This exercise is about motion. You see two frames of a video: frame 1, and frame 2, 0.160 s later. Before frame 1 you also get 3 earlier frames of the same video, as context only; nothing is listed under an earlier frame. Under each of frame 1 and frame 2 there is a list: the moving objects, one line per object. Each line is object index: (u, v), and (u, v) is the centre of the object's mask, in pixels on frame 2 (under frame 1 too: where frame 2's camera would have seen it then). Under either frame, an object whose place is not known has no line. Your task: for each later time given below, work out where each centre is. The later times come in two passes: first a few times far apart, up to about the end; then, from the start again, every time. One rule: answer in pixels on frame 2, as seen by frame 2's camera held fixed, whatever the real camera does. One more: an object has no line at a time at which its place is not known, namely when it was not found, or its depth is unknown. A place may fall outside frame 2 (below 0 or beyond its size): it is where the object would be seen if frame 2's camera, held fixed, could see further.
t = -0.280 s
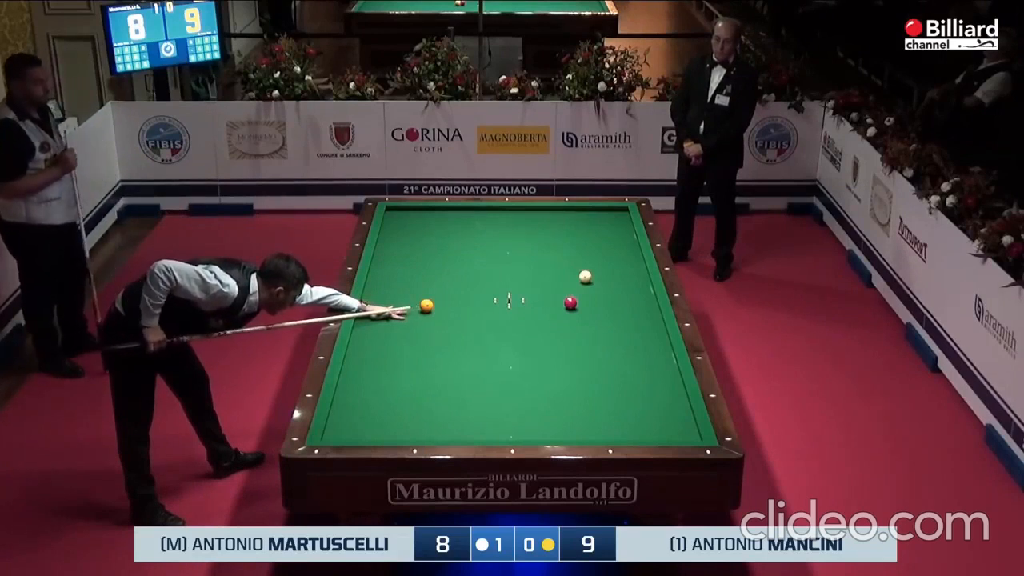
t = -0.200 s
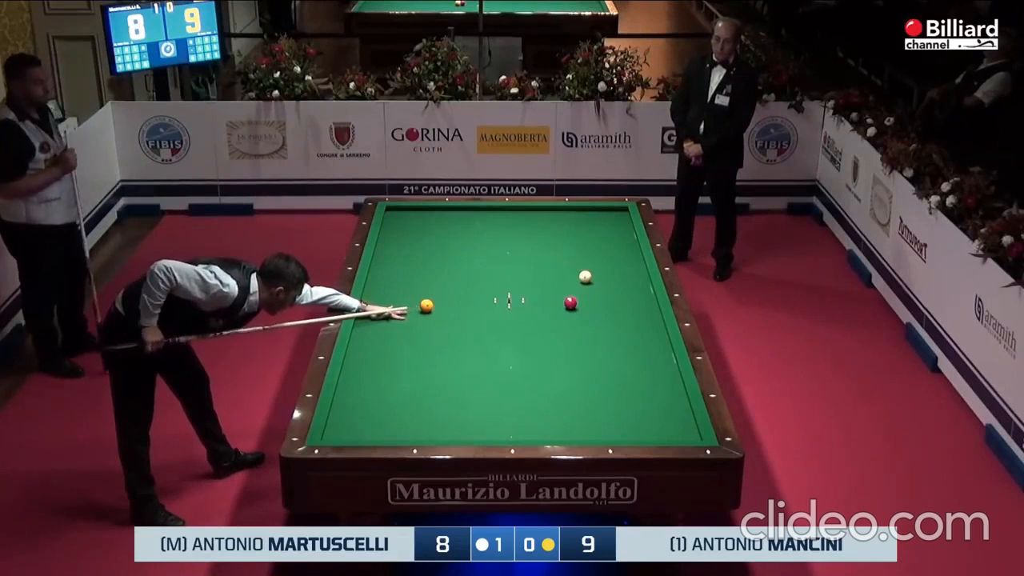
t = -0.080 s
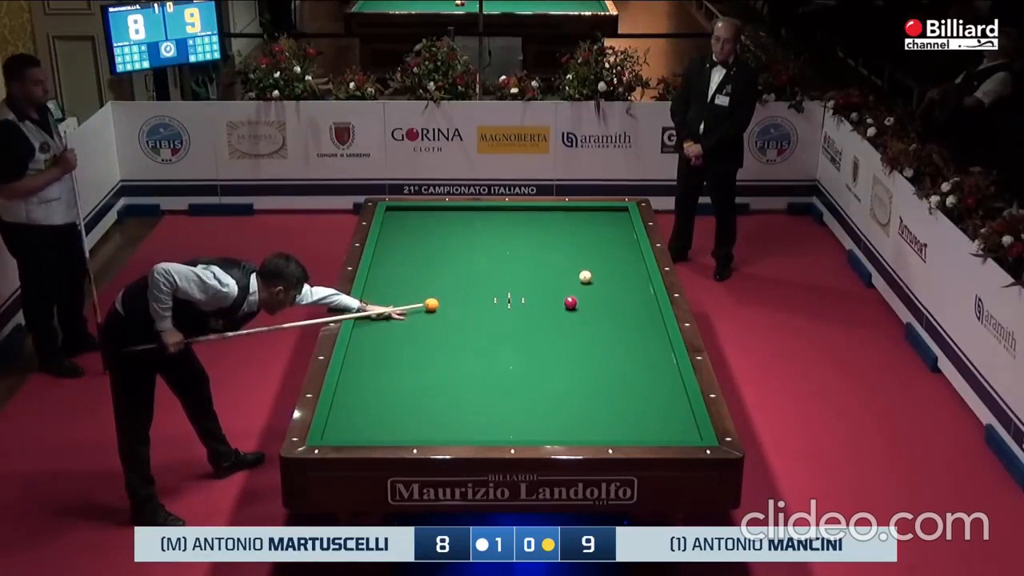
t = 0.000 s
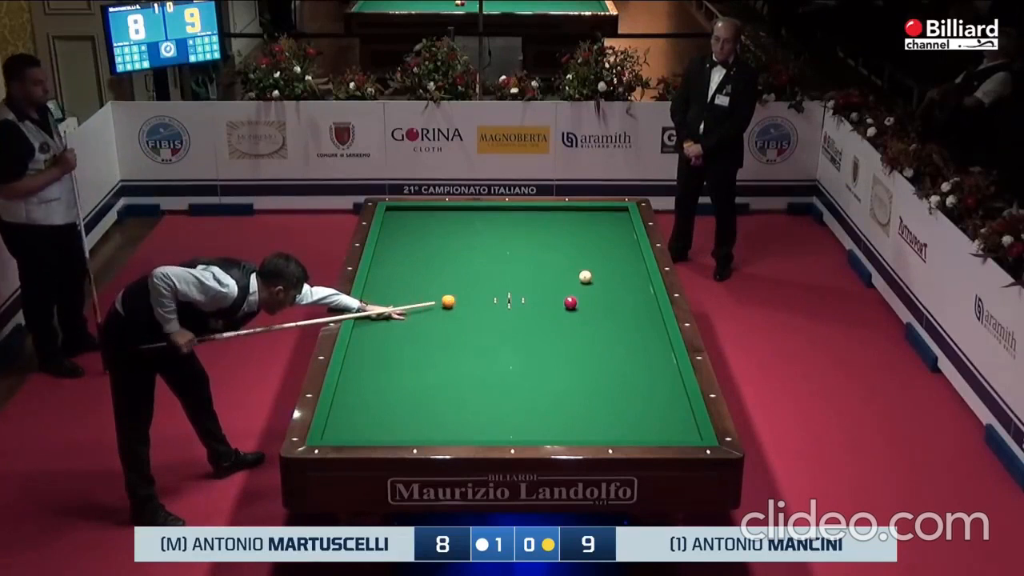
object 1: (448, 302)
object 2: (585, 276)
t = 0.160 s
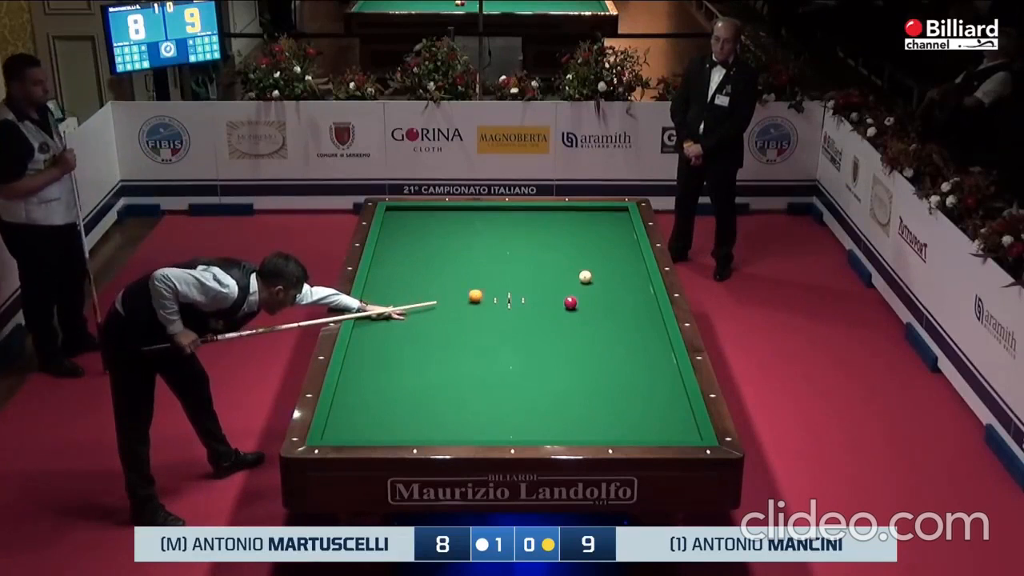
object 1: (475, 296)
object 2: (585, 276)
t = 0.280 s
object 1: (493, 292)
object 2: (585, 276)
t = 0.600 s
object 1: (540, 283)
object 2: (585, 276)
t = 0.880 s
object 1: (575, 275)
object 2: (588, 277)
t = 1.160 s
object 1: (589, 265)
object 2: (608, 280)
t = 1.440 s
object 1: (602, 255)
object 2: (627, 282)
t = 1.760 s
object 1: (616, 245)
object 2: (647, 285)
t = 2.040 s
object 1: (628, 236)
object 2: (637, 287)
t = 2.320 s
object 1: (623, 227)
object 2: (629, 289)
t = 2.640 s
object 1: (612, 217)
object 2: (620, 291)
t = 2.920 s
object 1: (603, 210)
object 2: (612, 292)
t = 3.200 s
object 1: (593, 212)
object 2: (605, 294)
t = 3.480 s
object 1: (582, 216)
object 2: (598, 295)
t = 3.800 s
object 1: (570, 221)
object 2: (591, 297)
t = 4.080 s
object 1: (561, 224)
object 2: (586, 298)
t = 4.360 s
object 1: (550, 228)
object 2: (581, 299)
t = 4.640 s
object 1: (540, 232)
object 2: (579, 299)
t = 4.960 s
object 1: (530, 236)
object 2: (578, 299)
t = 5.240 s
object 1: (520, 240)
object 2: (578, 299)
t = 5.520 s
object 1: (511, 243)
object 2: (578, 299)
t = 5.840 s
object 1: (501, 247)
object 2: (578, 299)
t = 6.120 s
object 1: (492, 250)
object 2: (578, 299)
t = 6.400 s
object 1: (484, 253)
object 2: (578, 299)
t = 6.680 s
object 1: (476, 256)
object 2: (578, 299)
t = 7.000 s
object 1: (468, 259)
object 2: (578, 299)
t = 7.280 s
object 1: (461, 262)
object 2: (578, 299)
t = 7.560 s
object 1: (454, 264)
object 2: (578, 299)
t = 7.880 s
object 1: (447, 267)
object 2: (578, 299)
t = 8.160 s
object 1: (441, 269)
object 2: (578, 299)
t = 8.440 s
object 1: (436, 271)
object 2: (578, 299)
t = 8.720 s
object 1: (431, 273)
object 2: (578, 299)
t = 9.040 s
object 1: (426, 275)
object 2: (578, 299)
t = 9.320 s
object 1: (422, 276)
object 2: (578, 299)
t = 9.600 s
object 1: (418, 277)
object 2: (578, 299)
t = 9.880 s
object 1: (415, 279)
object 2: (578, 299)
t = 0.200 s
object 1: (481, 295)
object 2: (585, 276)
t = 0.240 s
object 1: (487, 294)
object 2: (585, 276)
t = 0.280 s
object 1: (493, 292)
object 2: (585, 276)
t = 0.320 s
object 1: (499, 291)
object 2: (585, 276)
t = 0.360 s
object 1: (505, 290)
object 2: (585, 276)
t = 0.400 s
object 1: (511, 289)
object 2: (585, 276)
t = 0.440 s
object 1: (517, 288)
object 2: (585, 276)
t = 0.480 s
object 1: (523, 287)
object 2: (585, 276)
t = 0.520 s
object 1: (529, 285)
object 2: (585, 276)
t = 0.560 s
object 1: (534, 284)
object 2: (585, 276)
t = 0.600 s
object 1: (540, 283)
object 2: (585, 276)
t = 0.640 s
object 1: (545, 282)
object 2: (585, 276)
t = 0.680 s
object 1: (551, 281)
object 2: (585, 276)
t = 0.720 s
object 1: (556, 280)
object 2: (585, 276)
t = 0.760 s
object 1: (561, 278)
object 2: (585, 276)
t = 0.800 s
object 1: (567, 277)
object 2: (585, 276)
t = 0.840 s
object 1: (572, 276)
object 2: (585, 276)
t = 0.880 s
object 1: (575, 275)
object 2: (588, 277)
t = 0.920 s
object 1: (576, 273)
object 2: (592, 277)
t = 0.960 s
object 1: (578, 272)
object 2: (595, 278)
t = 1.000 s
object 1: (580, 270)
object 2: (597, 278)
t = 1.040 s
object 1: (583, 269)
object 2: (600, 278)
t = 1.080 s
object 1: (584, 267)
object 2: (603, 279)
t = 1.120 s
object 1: (587, 266)
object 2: (606, 279)
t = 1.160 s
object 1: (589, 265)
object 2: (608, 280)
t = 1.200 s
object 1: (591, 263)
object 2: (611, 280)
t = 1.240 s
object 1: (593, 262)
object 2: (614, 280)
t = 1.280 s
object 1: (595, 260)
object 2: (616, 281)
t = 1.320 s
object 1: (596, 259)
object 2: (619, 281)
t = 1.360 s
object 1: (598, 258)
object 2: (621, 282)
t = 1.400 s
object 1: (600, 256)
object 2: (624, 282)
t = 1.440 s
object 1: (602, 255)
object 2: (627, 282)
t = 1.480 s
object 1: (604, 253)
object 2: (629, 283)
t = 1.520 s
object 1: (606, 252)
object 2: (632, 283)
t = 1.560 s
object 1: (608, 251)
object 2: (634, 284)
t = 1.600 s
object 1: (610, 250)
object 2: (637, 284)
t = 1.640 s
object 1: (612, 248)
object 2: (639, 284)
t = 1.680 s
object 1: (613, 247)
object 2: (642, 285)
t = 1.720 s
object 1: (615, 246)
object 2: (644, 285)
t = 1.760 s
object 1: (616, 245)
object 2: (647, 285)
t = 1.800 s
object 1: (618, 243)
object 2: (645, 286)
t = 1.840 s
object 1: (620, 242)
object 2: (644, 286)
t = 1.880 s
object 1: (621, 241)
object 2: (643, 286)
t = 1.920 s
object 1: (623, 239)
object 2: (641, 286)
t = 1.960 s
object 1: (625, 238)
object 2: (640, 287)
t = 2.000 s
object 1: (627, 237)
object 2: (639, 287)
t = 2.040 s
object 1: (628, 236)
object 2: (637, 287)
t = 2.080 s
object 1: (630, 235)
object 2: (636, 288)
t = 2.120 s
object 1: (630, 234)
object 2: (635, 288)
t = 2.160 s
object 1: (628, 232)
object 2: (633, 288)
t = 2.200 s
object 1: (627, 231)
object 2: (633, 288)
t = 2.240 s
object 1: (626, 230)
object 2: (631, 289)
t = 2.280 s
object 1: (624, 229)
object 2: (630, 289)
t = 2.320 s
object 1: (623, 227)
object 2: (629, 289)
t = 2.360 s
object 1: (621, 226)
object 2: (627, 289)
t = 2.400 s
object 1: (620, 225)
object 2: (626, 289)
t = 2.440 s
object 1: (619, 224)
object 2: (625, 290)
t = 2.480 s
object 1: (618, 223)
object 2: (624, 290)
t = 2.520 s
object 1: (616, 221)
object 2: (623, 290)
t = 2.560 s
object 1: (615, 220)
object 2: (622, 290)
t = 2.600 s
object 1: (613, 219)
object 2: (621, 291)
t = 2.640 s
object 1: (612, 217)
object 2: (620, 291)
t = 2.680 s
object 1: (611, 217)
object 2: (618, 291)
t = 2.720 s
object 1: (609, 215)
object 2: (617, 291)
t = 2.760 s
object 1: (608, 214)
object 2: (616, 291)
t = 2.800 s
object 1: (607, 213)
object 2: (615, 292)
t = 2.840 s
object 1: (606, 212)
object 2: (614, 292)
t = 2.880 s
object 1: (604, 211)
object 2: (613, 292)
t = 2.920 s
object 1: (603, 210)
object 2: (612, 292)
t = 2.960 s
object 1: (602, 209)
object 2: (611, 293)
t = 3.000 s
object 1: (600, 209)
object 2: (610, 293)
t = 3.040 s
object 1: (599, 210)
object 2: (609, 293)
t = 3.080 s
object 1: (597, 210)
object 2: (608, 293)
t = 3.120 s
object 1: (596, 211)
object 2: (607, 294)
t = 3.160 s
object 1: (594, 212)
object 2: (606, 294)
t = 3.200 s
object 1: (593, 212)
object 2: (605, 294)
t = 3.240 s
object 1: (591, 213)
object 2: (604, 294)
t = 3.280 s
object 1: (590, 213)
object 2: (603, 294)
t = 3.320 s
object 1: (588, 214)
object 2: (602, 294)
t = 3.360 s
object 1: (587, 214)
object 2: (601, 295)
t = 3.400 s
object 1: (585, 215)
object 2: (600, 295)
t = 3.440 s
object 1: (583, 216)
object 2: (599, 295)
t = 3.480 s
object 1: (582, 216)
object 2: (598, 295)
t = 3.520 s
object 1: (581, 216)
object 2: (597, 295)
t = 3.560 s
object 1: (580, 217)
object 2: (596, 296)
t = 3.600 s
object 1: (578, 217)
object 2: (596, 296)
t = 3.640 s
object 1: (576, 218)
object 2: (595, 296)
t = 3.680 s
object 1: (575, 219)
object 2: (594, 296)
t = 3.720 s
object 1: (573, 219)
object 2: (593, 296)
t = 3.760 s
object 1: (572, 220)
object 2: (592, 297)
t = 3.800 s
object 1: (570, 221)
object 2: (591, 297)
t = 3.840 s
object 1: (569, 221)
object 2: (590, 297)
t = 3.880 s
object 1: (568, 222)
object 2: (590, 297)
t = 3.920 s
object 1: (566, 222)
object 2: (589, 297)
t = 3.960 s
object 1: (565, 223)
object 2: (588, 297)
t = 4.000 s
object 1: (563, 223)
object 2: (587, 297)
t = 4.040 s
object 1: (562, 224)
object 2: (587, 298)
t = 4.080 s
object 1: (561, 224)
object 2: (586, 298)
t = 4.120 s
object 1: (559, 225)
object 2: (585, 298)
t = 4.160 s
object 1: (557, 225)
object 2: (584, 298)
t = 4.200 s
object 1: (556, 226)
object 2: (584, 298)
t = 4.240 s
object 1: (555, 227)
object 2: (583, 298)
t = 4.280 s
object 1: (553, 227)
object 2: (582, 299)
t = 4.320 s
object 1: (552, 228)
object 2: (582, 299)
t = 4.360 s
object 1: (550, 228)
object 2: (581, 299)
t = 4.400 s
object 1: (549, 229)
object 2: (581, 299)
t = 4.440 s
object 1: (547, 229)
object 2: (580, 299)
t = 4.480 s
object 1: (546, 230)
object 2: (580, 299)
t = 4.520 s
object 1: (545, 230)
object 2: (580, 299)
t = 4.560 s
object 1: (543, 231)
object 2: (579, 299)
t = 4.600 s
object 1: (542, 231)
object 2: (579, 299)
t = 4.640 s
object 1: (540, 232)
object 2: (579, 299)
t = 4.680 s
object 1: (539, 232)
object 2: (579, 299)
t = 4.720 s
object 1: (538, 233)
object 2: (579, 299)
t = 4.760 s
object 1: (536, 233)
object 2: (578, 299)
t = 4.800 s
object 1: (535, 234)
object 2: (578, 299)
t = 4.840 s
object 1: (534, 235)
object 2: (578, 299)
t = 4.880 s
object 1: (532, 235)
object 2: (578, 299)
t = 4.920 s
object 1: (531, 236)
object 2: (578, 299)
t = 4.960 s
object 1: (530, 236)
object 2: (578, 299)
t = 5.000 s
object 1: (528, 237)
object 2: (578, 299)
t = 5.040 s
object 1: (527, 237)
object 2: (578, 299)
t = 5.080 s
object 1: (526, 238)
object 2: (578, 299)
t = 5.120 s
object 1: (524, 238)
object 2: (578, 299)
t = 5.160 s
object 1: (523, 239)
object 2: (578, 299)
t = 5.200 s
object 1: (522, 239)
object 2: (578, 299)
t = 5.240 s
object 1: (520, 240)
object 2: (578, 299)
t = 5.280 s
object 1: (519, 240)
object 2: (578, 299)
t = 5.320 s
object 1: (518, 241)
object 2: (578, 299)
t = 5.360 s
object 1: (516, 241)
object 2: (578, 299)
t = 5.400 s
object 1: (515, 242)
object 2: (578, 299)
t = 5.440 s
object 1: (514, 242)
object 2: (578, 299)
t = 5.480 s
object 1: (512, 243)
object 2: (578, 299)
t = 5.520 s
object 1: (511, 243)
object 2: (578, 299)
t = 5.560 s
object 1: (510, 244)
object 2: (578, 299)
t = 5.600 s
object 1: (509, 244)
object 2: (578, 299)
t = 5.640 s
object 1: (507, 245)
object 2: (578, 299)
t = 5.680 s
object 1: (506, 245)
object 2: (578, 299)
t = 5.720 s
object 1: (505, 246)
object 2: (578, 299)
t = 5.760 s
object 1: (504, 246)
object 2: (578, 299)
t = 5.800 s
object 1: (502, 246)
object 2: (578, 299)
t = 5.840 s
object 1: (501, 247)
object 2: (578, 299)
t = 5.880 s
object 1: (500, 247)
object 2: (578, 299)
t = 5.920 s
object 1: (499, 248)
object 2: (578, 299)
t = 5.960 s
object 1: (498, 249)
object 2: (578, 299)
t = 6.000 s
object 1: (496, 249)
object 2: (578, 299)
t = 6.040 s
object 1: (495, 249)
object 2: (578, 299)
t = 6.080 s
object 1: (494, 250)
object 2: (578, 299)
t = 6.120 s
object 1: (492, 250)
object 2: (578, 299)
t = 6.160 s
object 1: (491, 250)
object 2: (578, 299)
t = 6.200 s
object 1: (490, 251)
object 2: (578, 299)
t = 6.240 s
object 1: (489, 251)
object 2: (578, 299)
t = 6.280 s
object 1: (488, 252)
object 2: (578, 299)
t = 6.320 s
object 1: (486, 252)
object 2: (578, 299)
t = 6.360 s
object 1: (485, 253)
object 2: (578, 299)
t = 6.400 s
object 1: (484, 253)
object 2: (578, 299)
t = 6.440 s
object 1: (483, 254)
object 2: (578, 299)
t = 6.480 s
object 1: (482, 254)
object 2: (578, 299)
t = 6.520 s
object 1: (481, 254)
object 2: (578, 299)
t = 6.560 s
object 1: (480, 255)
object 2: (578, 299)
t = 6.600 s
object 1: (478, 255)
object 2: (578, 299)
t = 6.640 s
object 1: (477, 256)
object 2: (578, 299)
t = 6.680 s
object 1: (476, 256)
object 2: (578, 299)
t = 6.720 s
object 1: (475, 256)
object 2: (578, 299)
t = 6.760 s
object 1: (474, 257)
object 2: (578, 299)
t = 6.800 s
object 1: (473, 257)
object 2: (578, 299)
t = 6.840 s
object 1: (472, 258)
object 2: (578, 299)
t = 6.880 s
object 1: (471, 258)
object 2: (578, 299)
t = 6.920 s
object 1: (470, 258)
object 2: (578, 299)
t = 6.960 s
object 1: (469, 259)
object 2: (578, 299)
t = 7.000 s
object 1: (468, 259)
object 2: (578, 299)
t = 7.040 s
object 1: (467, 259)
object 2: (578, 299)
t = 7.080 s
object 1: (466, 260)
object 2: (578, 299)
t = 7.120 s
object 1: (465, 260)
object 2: (578, 299)
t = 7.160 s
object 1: (464, 261)
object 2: (578, 299)
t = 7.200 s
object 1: (463, 261)
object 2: (578, 299)
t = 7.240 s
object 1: (462, 262)
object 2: (578, 299)
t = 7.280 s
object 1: (461, 262)
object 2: (578, 299)
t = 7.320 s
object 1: (460, 262)
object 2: (578, 299)
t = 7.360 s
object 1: (459, 263)
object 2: (578, 299)
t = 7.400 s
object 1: (458, 263)
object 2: (578, 299)
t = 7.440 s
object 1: (457, 263)
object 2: (578, 299)
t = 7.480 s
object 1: (456, 264)
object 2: (578, 299)
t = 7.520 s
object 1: (455, 264)
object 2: (578, 299)
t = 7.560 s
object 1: (454, 264)
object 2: (578, 299)
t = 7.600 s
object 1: (453, 265)
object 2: (578, 299)
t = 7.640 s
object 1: (452, 265)
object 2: (578, 299)
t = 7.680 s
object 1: (451, 265)
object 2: (578, 299)
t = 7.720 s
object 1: (451, 266)
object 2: (578, 299)
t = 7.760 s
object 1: (449, 266)
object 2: (578, 299)
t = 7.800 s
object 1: (449, 266)
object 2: (578, 299)
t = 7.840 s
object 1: (448, 267)
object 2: (578, 299)
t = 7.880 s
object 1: (447, 267)
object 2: (578, 299)
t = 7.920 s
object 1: (446, 267)
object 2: (578, 299)
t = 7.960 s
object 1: (445, 268)
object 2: (578, 299)
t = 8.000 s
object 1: (444, 268)
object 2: (578, 299)
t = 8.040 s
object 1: (444, 268)
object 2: (578, 299)
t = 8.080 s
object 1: (443, 269)
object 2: (578, 299)
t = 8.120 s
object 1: (442, 269)
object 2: (578, 299)
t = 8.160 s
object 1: (441, 269)
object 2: (578, 299)
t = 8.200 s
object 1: (440, 270)
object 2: (578, 299)
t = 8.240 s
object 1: (440, 270)
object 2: (578, 299)
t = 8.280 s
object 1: (439, 270)
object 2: (578, 299)
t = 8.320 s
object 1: (438, 270)
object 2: (578, 299)
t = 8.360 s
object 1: (437, 271)
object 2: (578, 299)
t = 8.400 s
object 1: (436, 271)
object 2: (578, 299)
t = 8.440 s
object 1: (436, 271)
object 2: (578, 299)
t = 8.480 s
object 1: (435, 271)
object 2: (578, 299)
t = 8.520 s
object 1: (434, 272)
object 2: (578, 299)
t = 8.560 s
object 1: (433, 272)
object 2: (578, 299)
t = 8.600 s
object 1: (433, 272)
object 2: (578, 299)
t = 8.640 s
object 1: (432, 272)
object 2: (578, 299)
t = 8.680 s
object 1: (431, 273)
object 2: (578, 299)
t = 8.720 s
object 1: (431, 273)
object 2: (578, 299)
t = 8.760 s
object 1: (430, 273)
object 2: (578, 299)
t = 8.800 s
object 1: (429, 273)
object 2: (578, 299)
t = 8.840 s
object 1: (429, 274)
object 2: (578, 299)
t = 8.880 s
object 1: (428, 274)
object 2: (578, 299)
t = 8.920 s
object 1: (427, 274)
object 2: (578, 299)
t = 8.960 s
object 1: (427, 274)
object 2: (578, 299)
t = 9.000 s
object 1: (426, 275)
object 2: (578, 299)
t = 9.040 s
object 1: (426, 275)
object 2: (578, 299)
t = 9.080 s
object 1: (425, 275)
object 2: (578, 299)
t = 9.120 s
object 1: (424, 275)
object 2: (578, 299)
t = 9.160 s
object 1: (424, 275)
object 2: (578, 299)
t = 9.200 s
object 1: (423, 276)
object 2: (578, 299)
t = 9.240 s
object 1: (423, 276)
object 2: (578, 299)
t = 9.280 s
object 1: (422, 276)
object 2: (578, 299)
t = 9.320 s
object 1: (422, 276)
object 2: (578, 299)
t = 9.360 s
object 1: (421, 276)
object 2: (578, 299)
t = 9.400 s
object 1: (421, 277)
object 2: (578, 299)
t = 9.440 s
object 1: (420, 277)
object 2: (578, 299)
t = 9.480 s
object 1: (420, 277)
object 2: (578, 299)
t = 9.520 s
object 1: (419, 277)
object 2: (578, 299)
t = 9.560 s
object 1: (418, 277)
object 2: (578, 299)
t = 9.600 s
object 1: (418, 277)
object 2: (578, 299)
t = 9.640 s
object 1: (418, 278)
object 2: (578, 299)
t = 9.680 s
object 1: (417, 278)
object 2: (578, 299)
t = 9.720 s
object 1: (417, 278)
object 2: (578, 299)
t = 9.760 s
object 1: (417, 278)
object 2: (578, 299)
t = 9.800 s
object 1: (416, 278)
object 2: (578, 299)
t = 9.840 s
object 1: (416, 278)
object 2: (578, 299)
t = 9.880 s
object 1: (415, 279)
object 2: (578, 299)
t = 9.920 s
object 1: (415, 279)
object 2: (578, 299)
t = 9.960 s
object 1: (415, 279)
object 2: (578, 299)
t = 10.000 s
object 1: (414, 279)
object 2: (578, 299)
